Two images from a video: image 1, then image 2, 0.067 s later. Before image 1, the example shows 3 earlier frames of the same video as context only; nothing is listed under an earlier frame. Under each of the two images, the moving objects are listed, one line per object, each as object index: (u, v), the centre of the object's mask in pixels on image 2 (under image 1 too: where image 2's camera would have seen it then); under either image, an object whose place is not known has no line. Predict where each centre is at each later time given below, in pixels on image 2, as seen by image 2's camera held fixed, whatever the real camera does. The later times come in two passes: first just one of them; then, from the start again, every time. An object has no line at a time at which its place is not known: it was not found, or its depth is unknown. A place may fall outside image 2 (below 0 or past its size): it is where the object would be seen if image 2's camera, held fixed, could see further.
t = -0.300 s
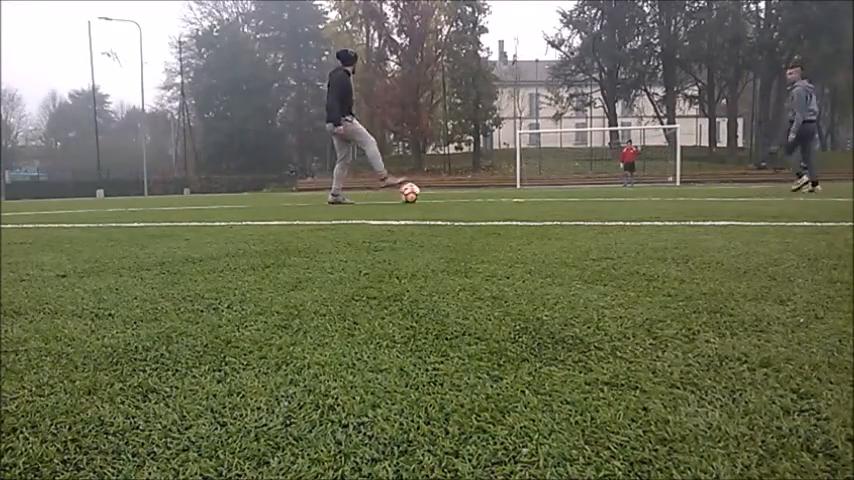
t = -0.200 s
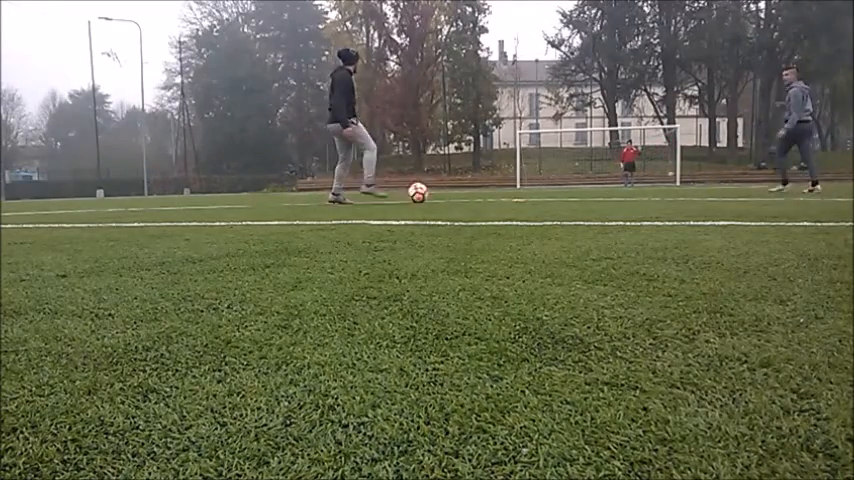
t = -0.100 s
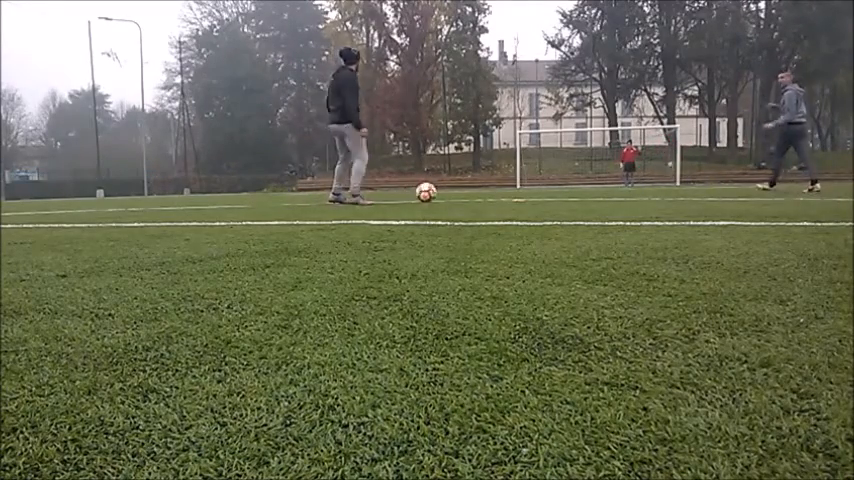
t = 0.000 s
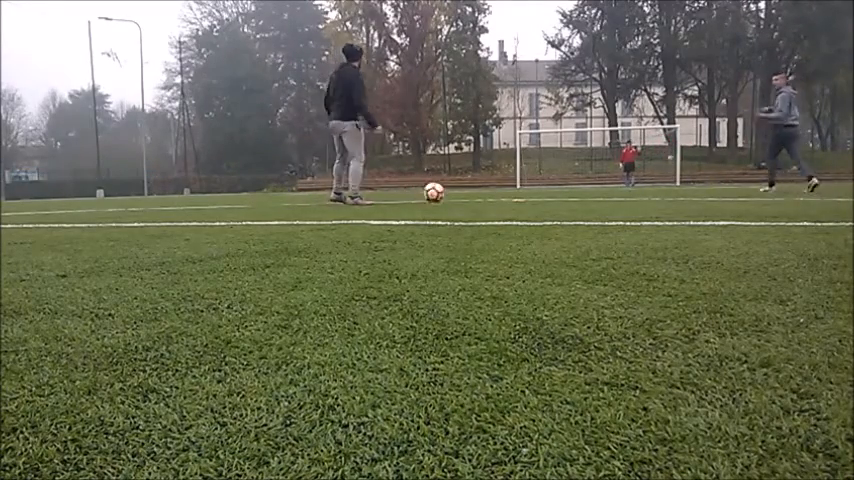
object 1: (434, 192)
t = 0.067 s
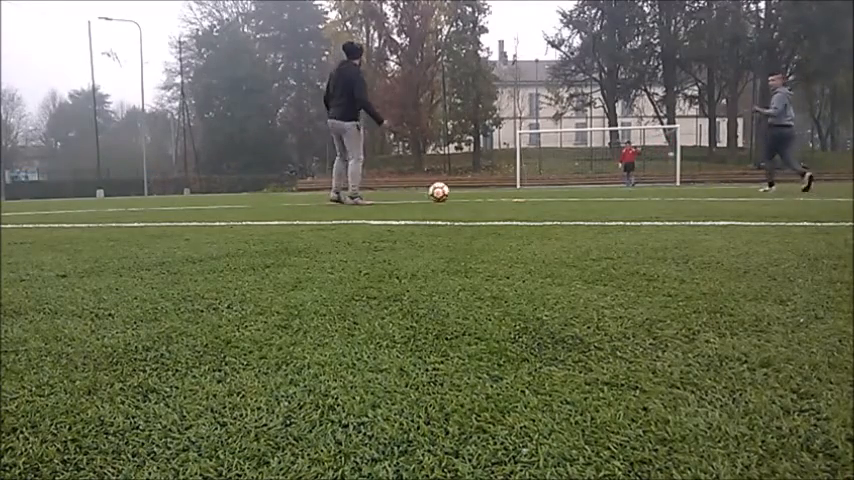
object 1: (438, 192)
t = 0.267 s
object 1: (454, 191)
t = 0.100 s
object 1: (441, 191)
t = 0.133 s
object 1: (444, 191)
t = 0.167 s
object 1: (446, 191)
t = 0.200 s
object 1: (449, 191)
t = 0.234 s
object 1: (451, 191)
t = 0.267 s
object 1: (454, 191)
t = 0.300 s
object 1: (456, 191)
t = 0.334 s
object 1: (458, 191)
